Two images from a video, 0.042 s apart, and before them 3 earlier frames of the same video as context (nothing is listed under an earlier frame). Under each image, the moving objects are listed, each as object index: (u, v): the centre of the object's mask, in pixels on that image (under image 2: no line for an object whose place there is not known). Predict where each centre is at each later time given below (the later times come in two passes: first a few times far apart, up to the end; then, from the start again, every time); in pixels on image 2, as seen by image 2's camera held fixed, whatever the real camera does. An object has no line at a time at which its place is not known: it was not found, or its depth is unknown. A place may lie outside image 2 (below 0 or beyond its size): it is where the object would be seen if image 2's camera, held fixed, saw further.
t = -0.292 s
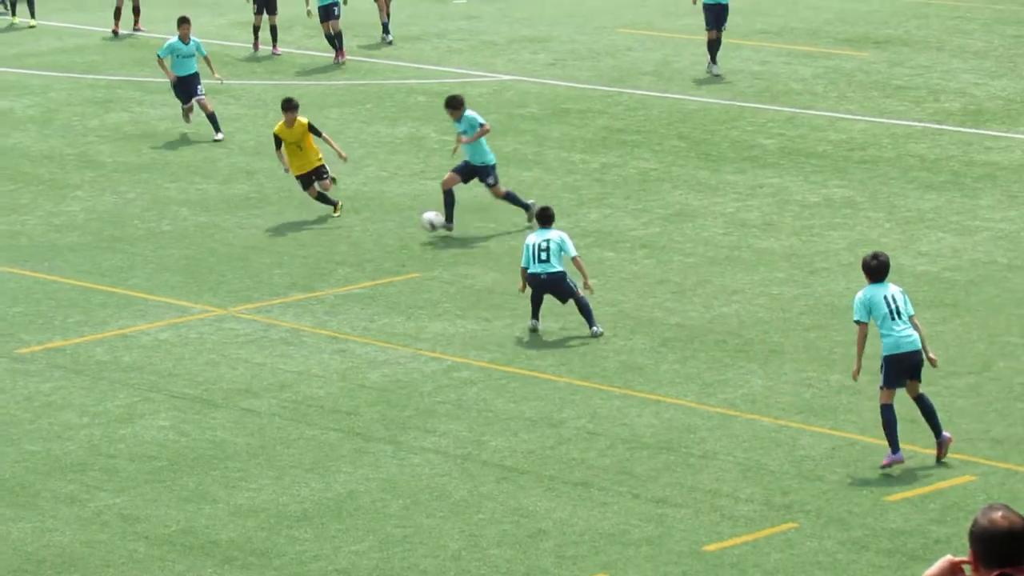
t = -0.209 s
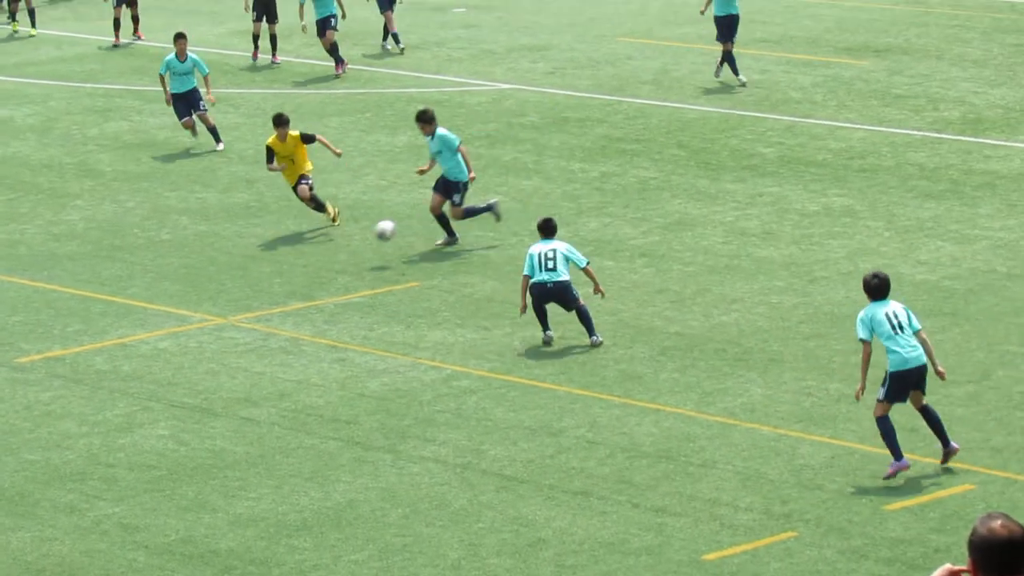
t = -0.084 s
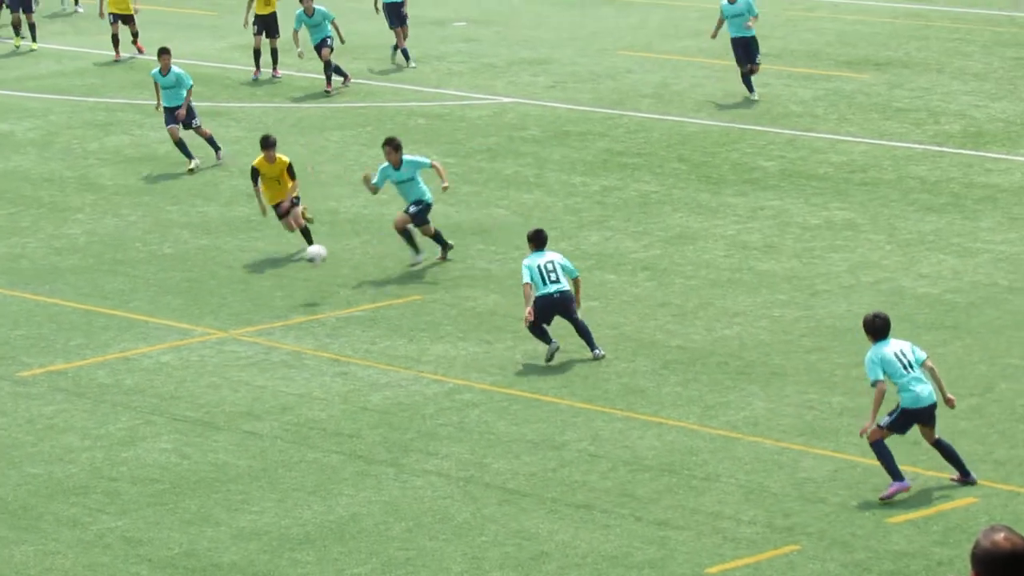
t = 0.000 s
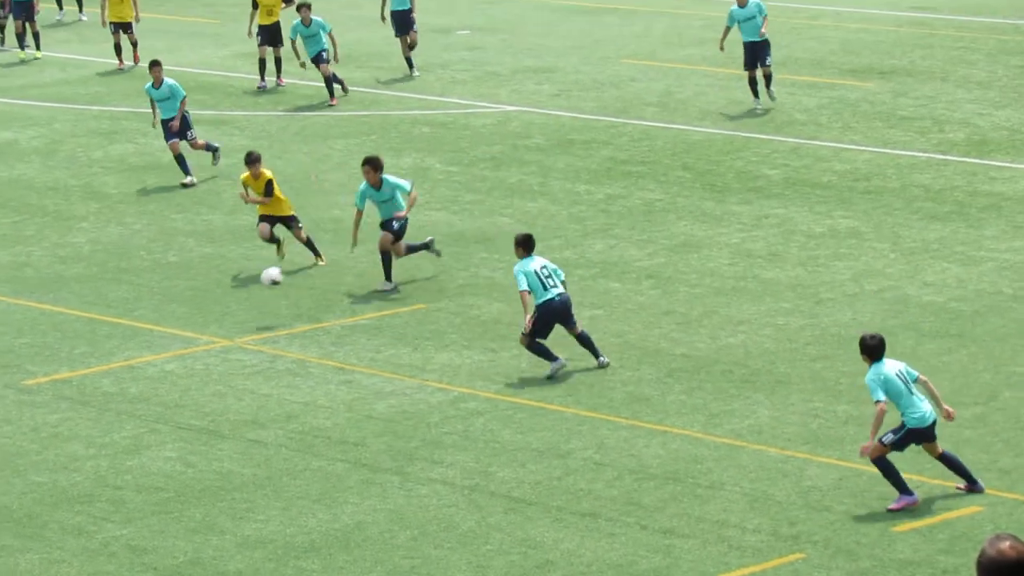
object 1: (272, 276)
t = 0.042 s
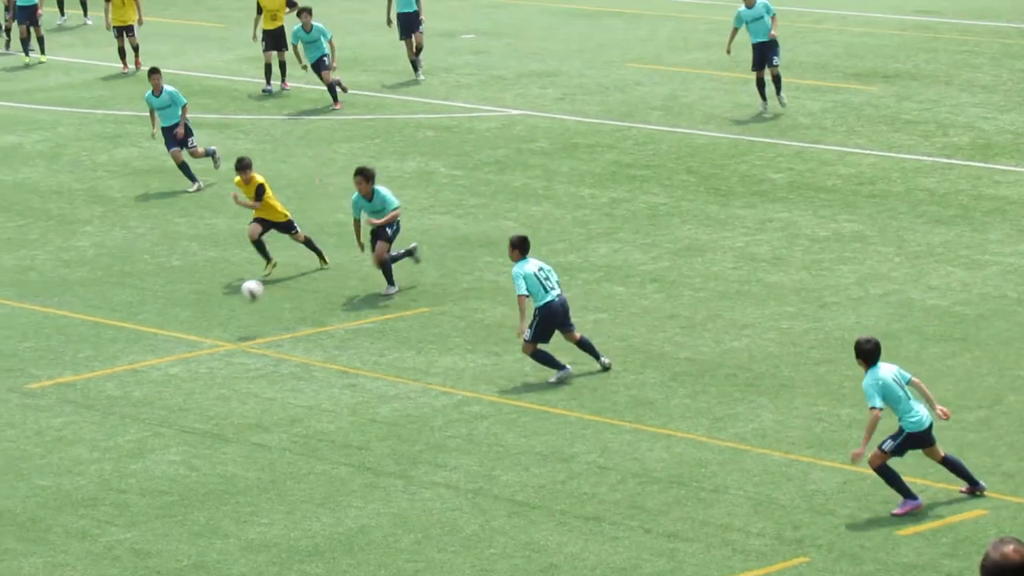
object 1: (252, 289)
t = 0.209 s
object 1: (148, 345)
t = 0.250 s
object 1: (123, 363)
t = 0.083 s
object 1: (226, 301)
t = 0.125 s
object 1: (201, 314)
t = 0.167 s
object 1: (175, 327)
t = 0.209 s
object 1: (148, 345)
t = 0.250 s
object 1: (123, 363)
